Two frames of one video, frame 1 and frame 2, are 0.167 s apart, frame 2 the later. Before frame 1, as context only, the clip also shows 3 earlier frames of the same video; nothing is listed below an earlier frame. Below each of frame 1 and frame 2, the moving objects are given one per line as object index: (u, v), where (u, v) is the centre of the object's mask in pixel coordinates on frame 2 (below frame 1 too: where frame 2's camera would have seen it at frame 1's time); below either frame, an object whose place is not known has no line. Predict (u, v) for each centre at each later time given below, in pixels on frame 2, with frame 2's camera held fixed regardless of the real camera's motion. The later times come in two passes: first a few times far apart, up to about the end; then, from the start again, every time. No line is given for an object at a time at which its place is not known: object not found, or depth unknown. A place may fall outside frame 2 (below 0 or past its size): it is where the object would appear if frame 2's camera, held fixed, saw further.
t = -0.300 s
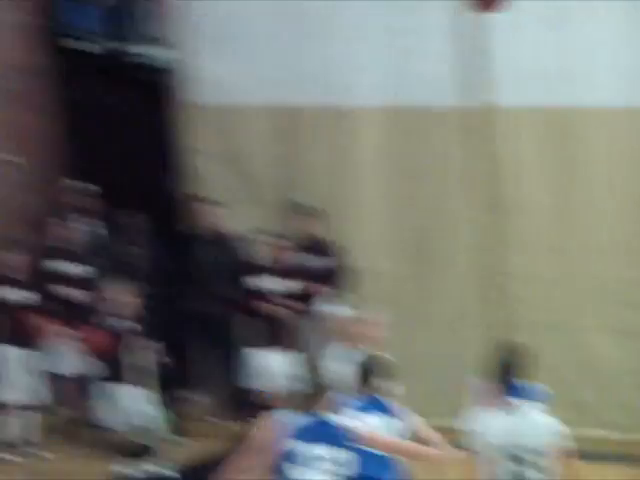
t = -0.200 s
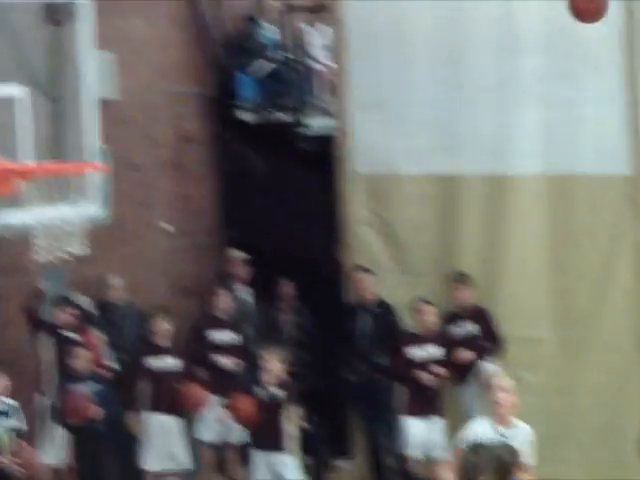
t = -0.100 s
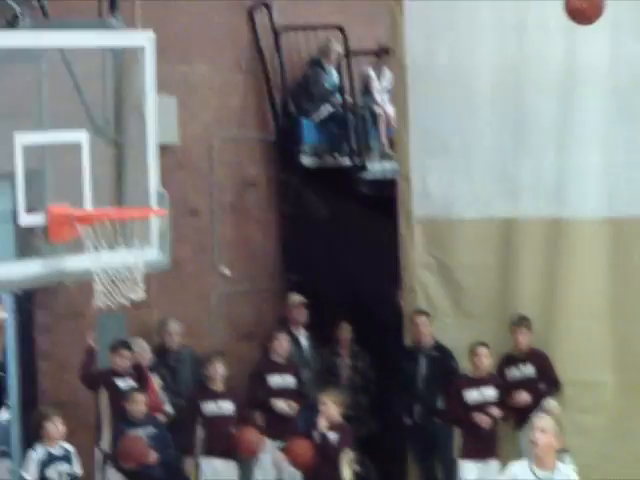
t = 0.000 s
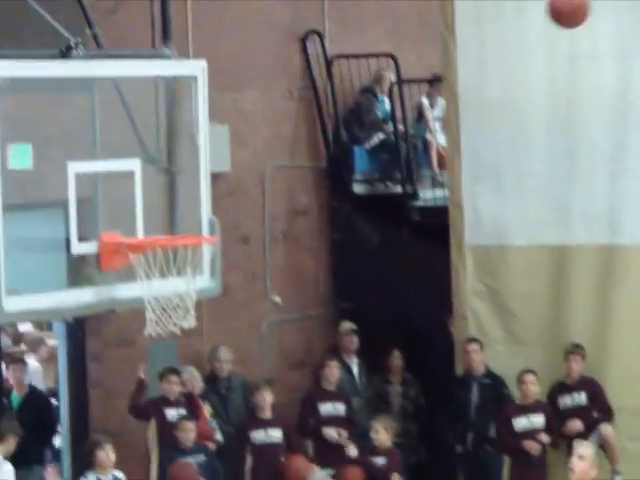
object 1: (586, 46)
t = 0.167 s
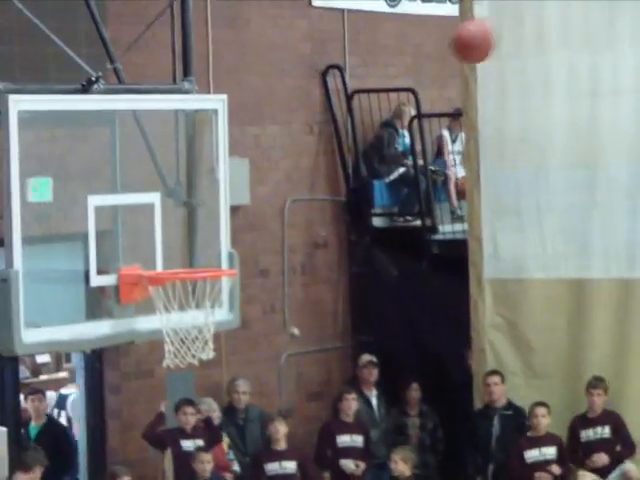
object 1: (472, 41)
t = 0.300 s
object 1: (379, 77)
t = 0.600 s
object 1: (174, 272)
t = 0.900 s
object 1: (241, 346)
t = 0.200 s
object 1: (450, 47)
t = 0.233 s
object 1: (427, 54)
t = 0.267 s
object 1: (403, 65)
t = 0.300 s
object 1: (379, 77)
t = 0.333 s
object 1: (355, 91)
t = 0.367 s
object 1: (330, 107)
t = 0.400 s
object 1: (307, 125)
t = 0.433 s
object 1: (281, 146)
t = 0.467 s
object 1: (259, 169)
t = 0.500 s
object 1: (232, 195)
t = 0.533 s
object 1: (206, 225)
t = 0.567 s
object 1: (183, 252)
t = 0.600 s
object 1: (174, 272)
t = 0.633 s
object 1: (172, 290)
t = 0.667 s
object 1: (182, 301)
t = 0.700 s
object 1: (193, 313)
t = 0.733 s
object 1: (203, 316)
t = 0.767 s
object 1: (211, 322)
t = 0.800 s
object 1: (217, 331)
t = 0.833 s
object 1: (228, 339)
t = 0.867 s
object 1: (236, 341)
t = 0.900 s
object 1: (241, 346)
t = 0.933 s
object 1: (249, 358)
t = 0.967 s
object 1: (257, 370)
